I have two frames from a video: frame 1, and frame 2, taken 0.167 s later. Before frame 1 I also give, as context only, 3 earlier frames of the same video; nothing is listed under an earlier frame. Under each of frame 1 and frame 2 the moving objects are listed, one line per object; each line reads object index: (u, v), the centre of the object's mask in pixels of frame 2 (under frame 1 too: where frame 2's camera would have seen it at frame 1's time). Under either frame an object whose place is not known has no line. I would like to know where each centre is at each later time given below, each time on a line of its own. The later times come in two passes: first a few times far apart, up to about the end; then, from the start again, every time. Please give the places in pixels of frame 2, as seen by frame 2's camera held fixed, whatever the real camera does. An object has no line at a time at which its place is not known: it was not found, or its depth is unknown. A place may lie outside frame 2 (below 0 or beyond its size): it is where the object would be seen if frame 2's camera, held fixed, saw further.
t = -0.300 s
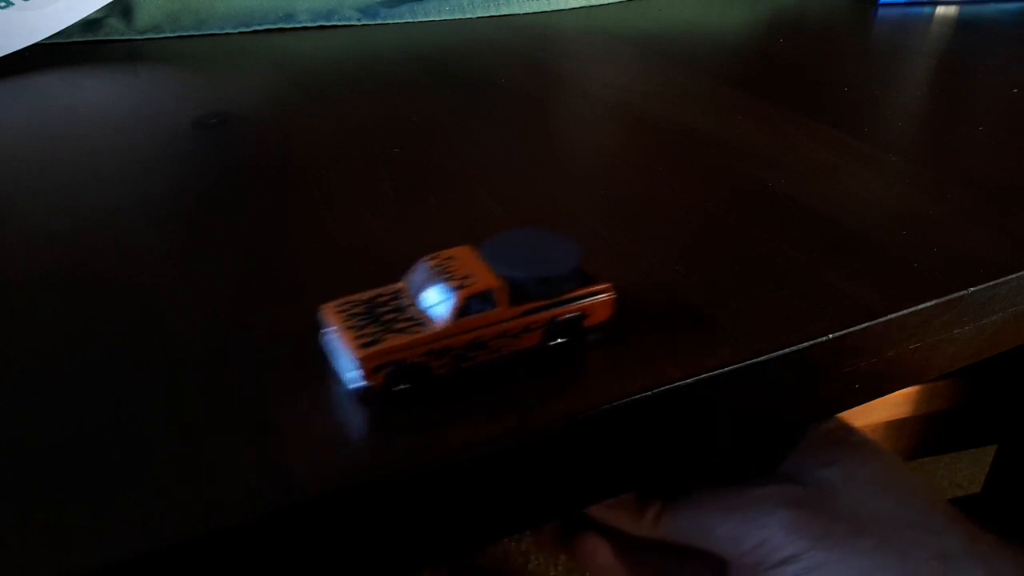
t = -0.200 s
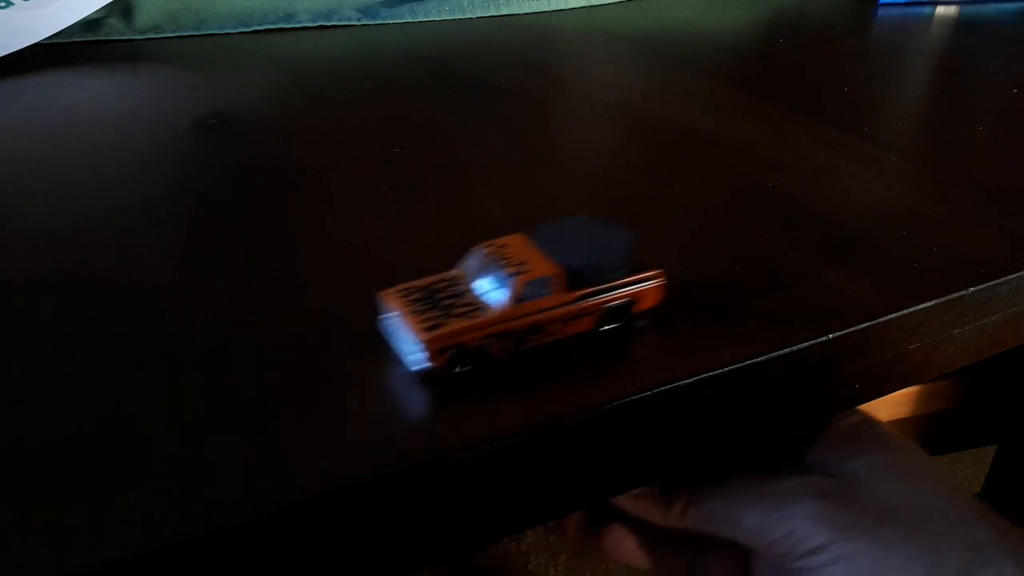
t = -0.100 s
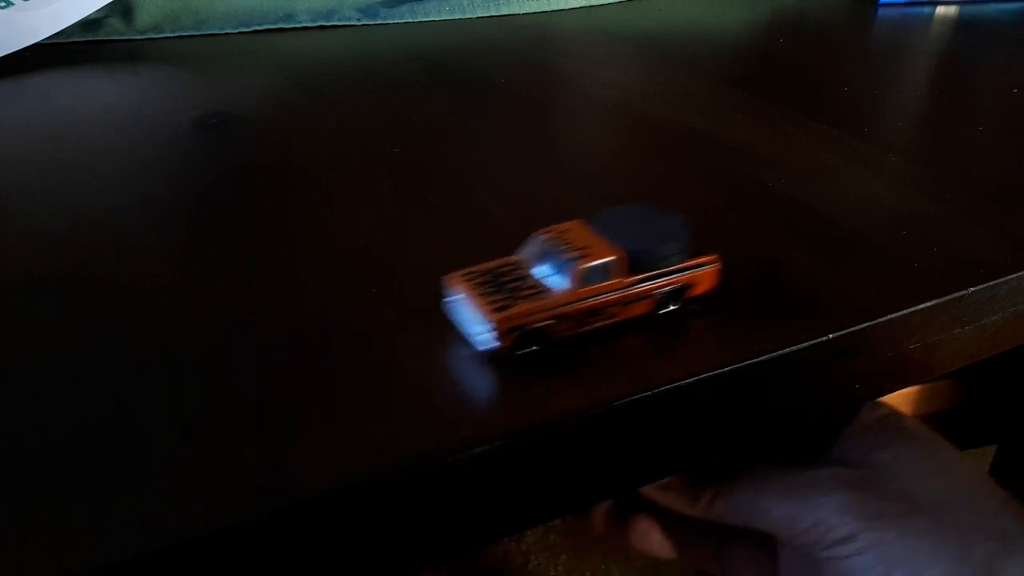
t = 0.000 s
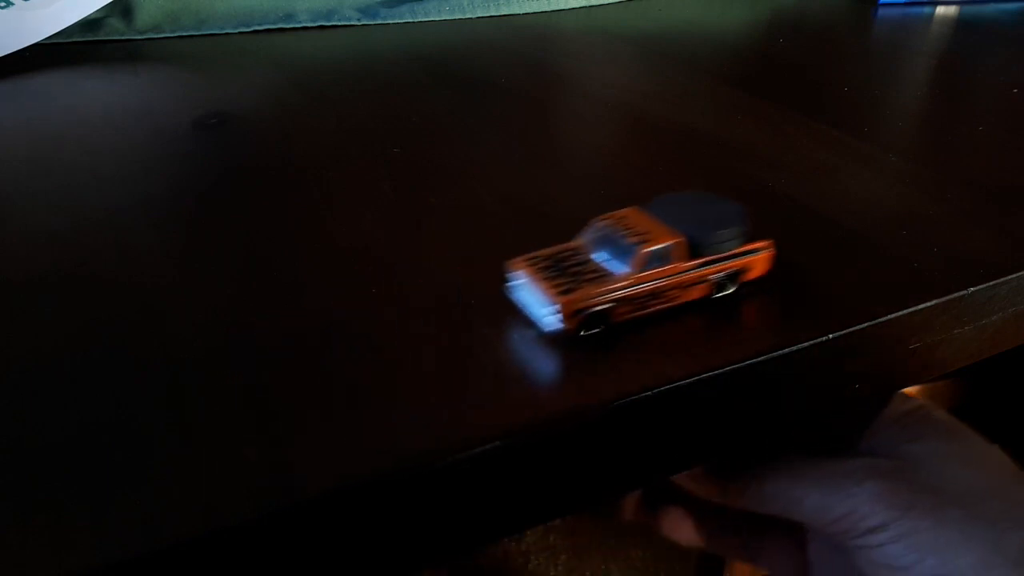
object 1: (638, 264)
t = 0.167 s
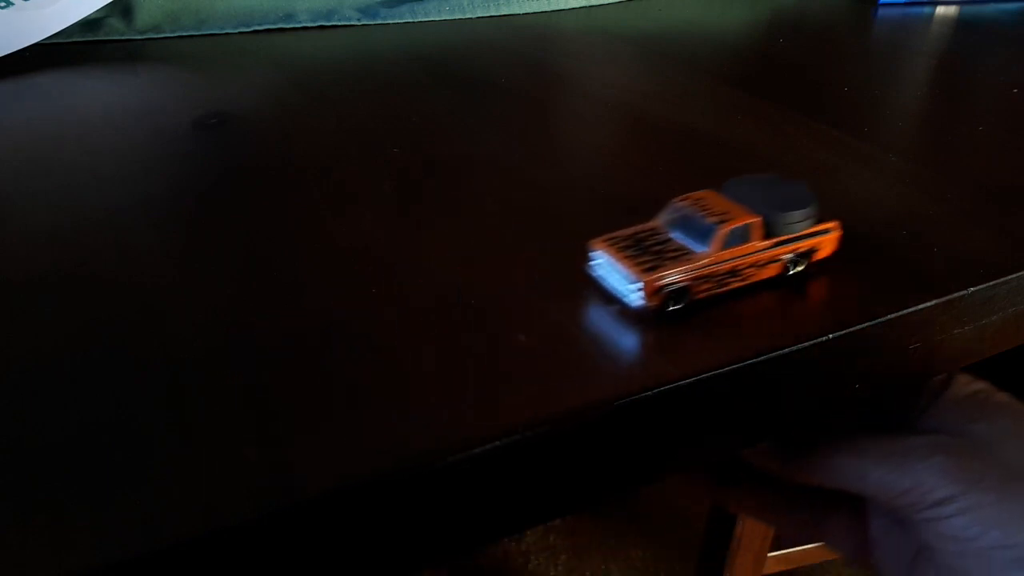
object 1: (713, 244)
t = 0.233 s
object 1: (738, 237)
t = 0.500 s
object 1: (833, 211)
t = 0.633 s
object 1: (893, 194)
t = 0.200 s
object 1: (726, 240)
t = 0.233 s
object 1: (738, 237)
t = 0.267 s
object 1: (748, 234)
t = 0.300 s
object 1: (759, 231)
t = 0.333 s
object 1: (769, 228)
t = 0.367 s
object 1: (781, 225)
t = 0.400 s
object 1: (793, 222)
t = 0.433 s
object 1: (805, 218)
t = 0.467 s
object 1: (819, 214)
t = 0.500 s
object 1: (833, 211)
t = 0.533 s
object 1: (847, 207)
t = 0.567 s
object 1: (862, 203)
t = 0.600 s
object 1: (878, 198)
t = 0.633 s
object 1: (893, 194)
